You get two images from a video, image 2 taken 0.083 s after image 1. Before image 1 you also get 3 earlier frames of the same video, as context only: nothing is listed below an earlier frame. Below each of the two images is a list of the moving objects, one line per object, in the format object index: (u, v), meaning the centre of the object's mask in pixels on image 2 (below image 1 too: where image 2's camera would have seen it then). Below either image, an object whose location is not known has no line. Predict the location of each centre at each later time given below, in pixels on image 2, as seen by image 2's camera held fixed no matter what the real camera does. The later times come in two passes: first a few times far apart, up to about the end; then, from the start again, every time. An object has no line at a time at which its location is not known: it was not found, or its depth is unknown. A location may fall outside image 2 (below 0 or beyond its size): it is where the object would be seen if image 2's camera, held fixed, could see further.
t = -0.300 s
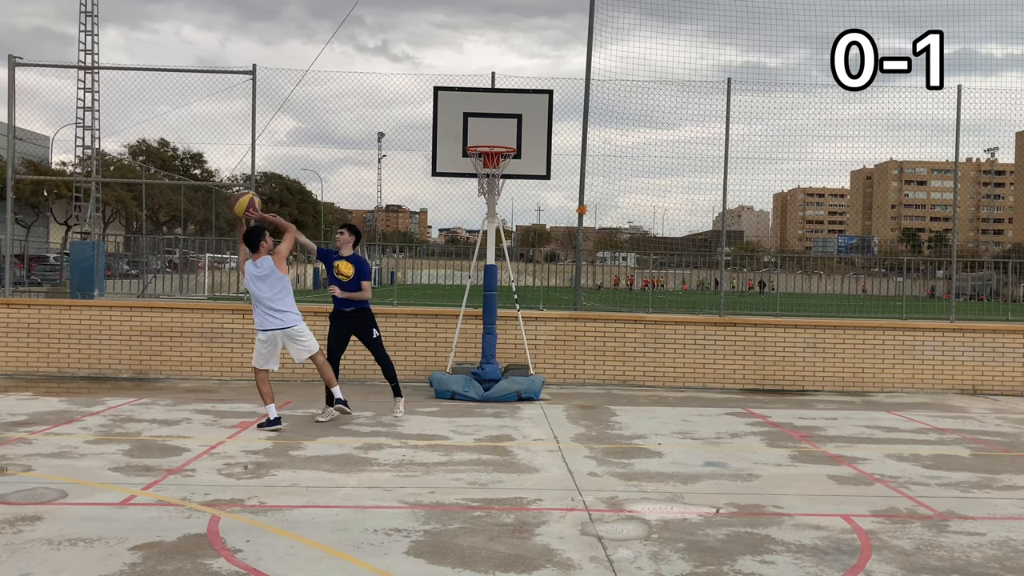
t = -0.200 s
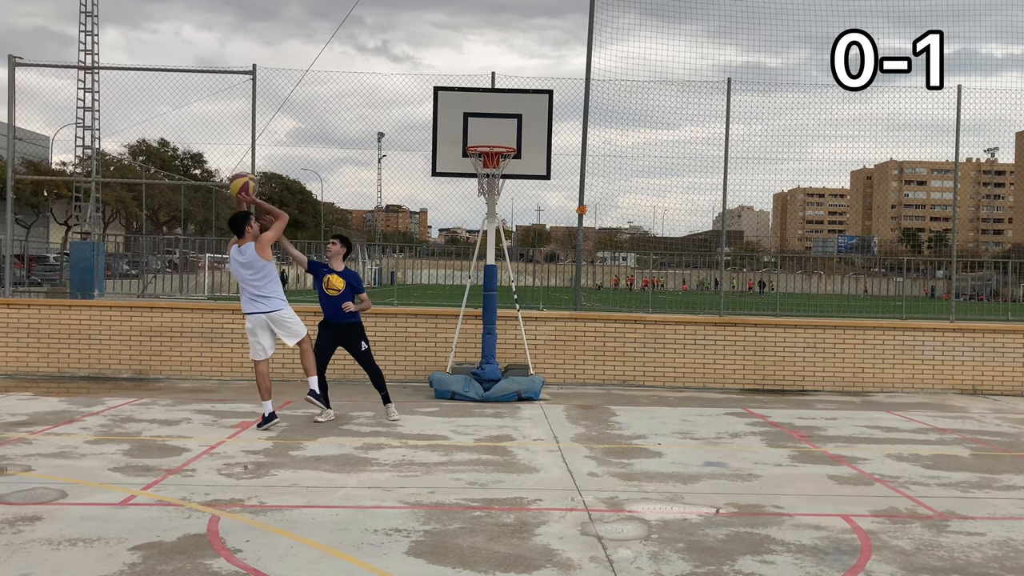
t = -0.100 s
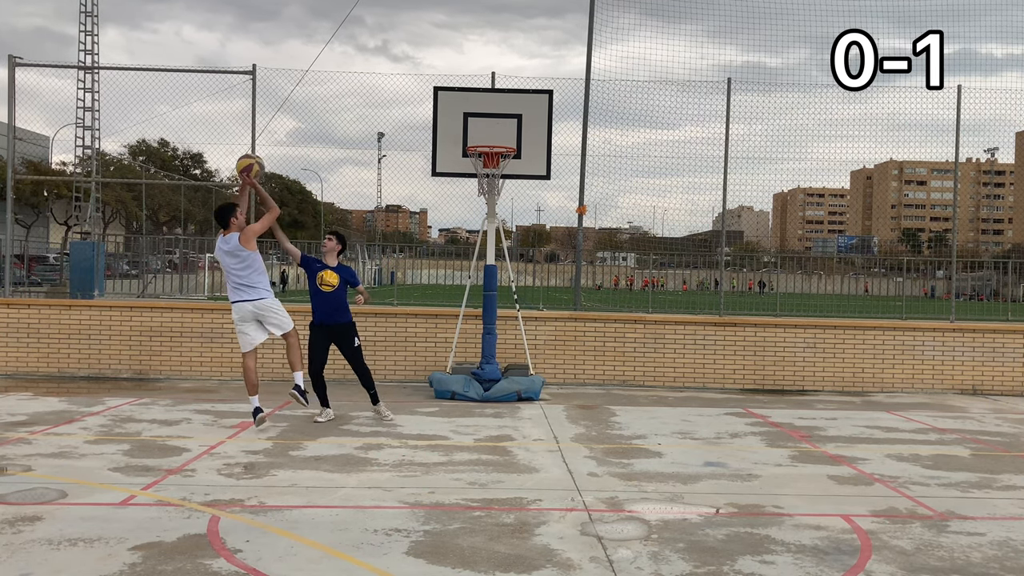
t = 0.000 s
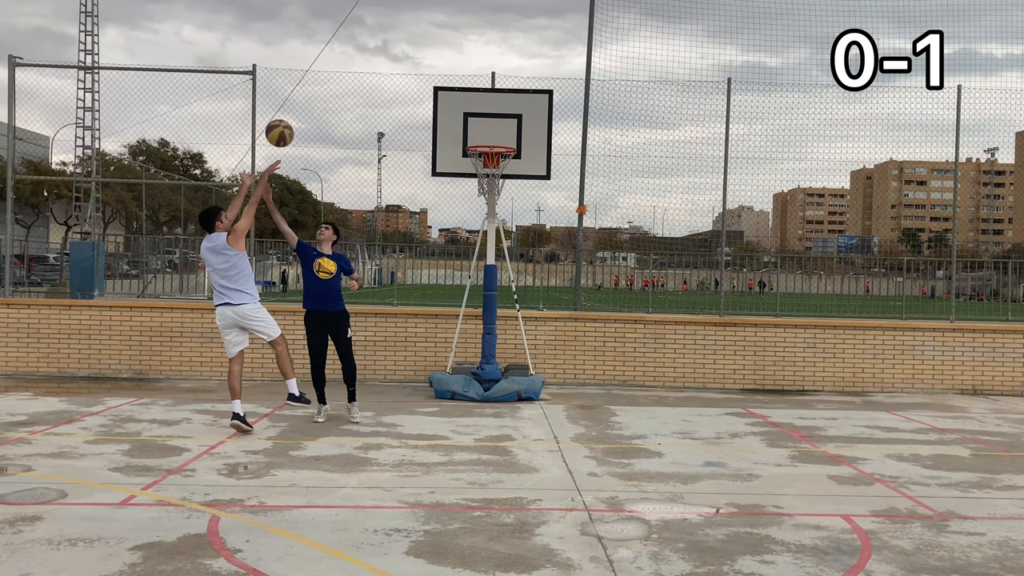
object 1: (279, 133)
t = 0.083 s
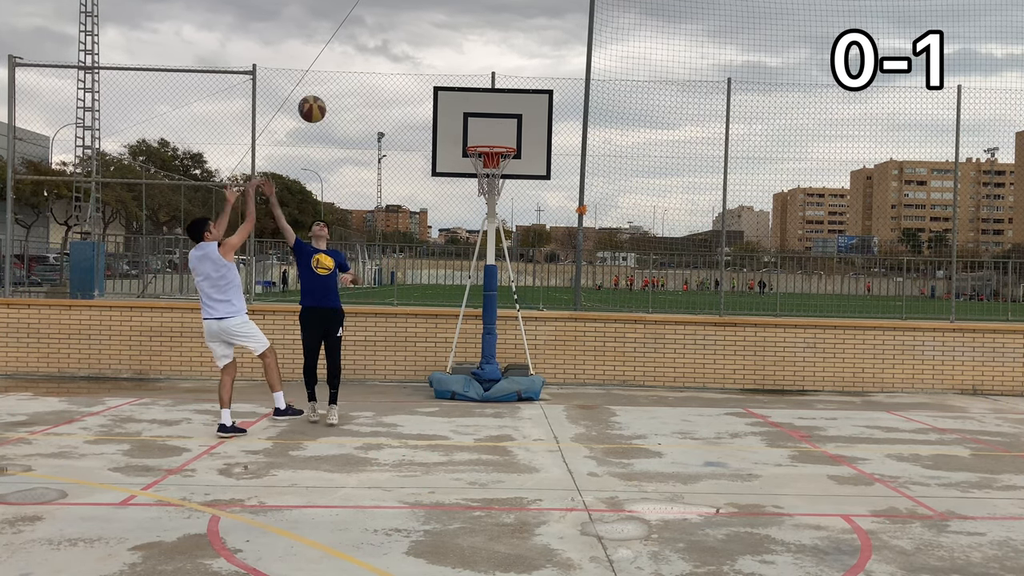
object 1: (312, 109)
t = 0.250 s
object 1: (373, 86)
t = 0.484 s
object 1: (451, 105)
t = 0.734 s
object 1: (494, 172)
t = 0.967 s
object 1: (464, 257)
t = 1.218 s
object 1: (430, 413)
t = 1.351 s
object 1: (410, 351)
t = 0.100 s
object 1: (318, 105)
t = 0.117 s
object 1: (324, 102)
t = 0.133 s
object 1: (331, 98)
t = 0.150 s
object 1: (337, 96)
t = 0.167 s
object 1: (343, 93)
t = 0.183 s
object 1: (349, 91)
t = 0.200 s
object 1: (355, 89)
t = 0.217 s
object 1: (361, 88)
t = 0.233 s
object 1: (367, 87)
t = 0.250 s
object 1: (373, 86)
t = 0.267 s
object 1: (379, 85)
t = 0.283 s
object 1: (385, 85)
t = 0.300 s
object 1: (390, 85)
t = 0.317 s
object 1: (396, 86)
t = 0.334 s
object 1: (402, 86)
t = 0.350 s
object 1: (407, 87)
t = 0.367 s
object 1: (413, 89)
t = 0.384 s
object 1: (419, 90)
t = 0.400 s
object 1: (424, 92)
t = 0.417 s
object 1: (430, 94)
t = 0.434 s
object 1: (435, 96)
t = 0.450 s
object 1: (440, 99)
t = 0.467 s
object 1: (446, 102)
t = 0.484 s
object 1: (451, 105)
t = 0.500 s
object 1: (456, 109)
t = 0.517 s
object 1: (461, 113)
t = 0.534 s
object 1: (466, 116)
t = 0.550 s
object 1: (471, 121)
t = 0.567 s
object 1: (476, 125)
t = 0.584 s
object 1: (481, 130)
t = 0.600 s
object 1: (486, 134)
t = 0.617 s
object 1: (491, 137)
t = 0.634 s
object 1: (496, 140)
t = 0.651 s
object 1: (502, 152)
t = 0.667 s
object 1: (502, 157)
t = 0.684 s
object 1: (502, 160)
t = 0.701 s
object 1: (498, 166)
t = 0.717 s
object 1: (496, 170)
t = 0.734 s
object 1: (494, 172)
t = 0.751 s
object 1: (489, 175)
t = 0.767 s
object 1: (487, 180)
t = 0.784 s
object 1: (486, 186)
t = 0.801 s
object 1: (485, 192)
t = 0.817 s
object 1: (483, 197)
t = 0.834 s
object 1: (480, 203)
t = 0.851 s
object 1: (478, 209)
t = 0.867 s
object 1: (476, 215)
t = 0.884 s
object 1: (474, 221)
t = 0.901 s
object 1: (472, 227)
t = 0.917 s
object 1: (471, 234)
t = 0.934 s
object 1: (468, 240)
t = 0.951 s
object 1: (466, 248)
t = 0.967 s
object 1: (464, 257)
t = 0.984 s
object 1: (461, 265)
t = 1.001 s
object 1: (458, 274)
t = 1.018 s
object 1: (457, 282)
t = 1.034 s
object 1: (455, 292)
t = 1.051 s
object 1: (453, 300)
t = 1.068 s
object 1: (451, 311)
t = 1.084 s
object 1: (448, 320)
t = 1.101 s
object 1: (446, 331)
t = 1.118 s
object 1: (444, 341)
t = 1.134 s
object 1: (442, 352)
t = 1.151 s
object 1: (439, 364)
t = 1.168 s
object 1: (437, 375)
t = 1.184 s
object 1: (434, 387)
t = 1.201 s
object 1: (432, 400)
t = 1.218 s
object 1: (430, 413)
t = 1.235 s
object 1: (427, 409)
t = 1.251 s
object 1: (425, 399)
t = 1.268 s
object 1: (422, 390)
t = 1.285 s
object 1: (420, 382)
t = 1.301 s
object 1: (417, 373)
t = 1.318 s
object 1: (415, 366)
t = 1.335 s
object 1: (412, 358)
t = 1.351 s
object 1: (410, 351)
